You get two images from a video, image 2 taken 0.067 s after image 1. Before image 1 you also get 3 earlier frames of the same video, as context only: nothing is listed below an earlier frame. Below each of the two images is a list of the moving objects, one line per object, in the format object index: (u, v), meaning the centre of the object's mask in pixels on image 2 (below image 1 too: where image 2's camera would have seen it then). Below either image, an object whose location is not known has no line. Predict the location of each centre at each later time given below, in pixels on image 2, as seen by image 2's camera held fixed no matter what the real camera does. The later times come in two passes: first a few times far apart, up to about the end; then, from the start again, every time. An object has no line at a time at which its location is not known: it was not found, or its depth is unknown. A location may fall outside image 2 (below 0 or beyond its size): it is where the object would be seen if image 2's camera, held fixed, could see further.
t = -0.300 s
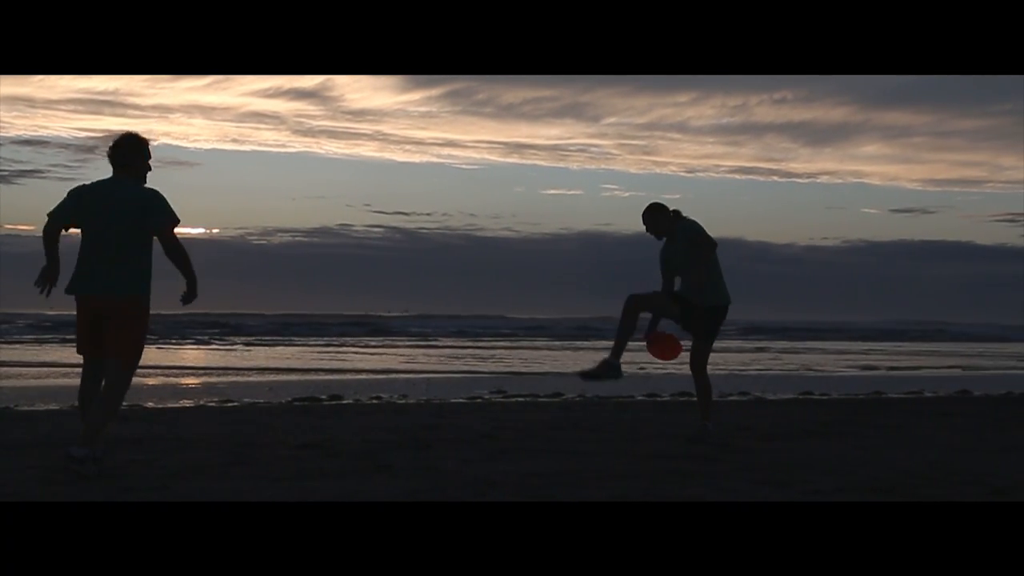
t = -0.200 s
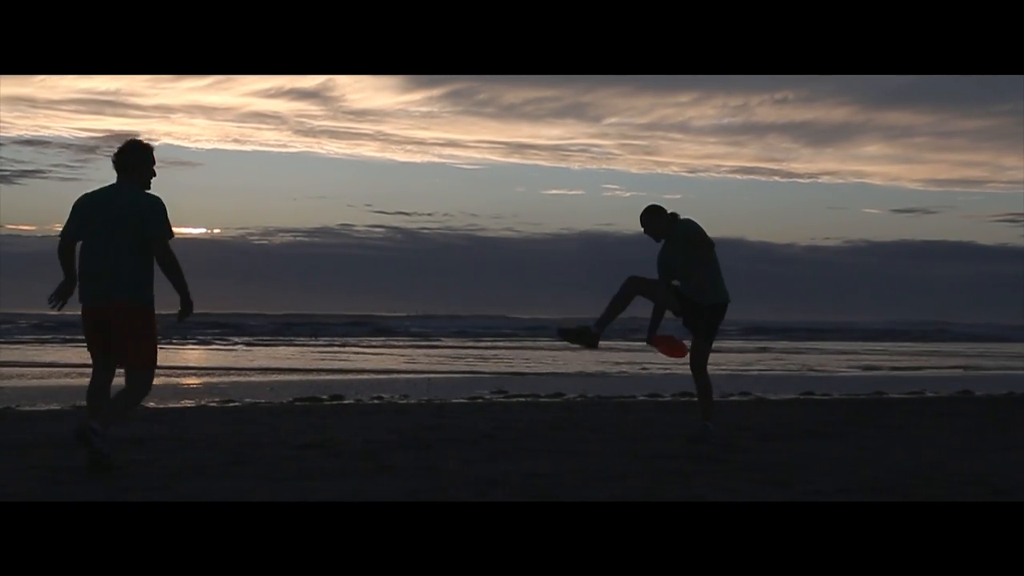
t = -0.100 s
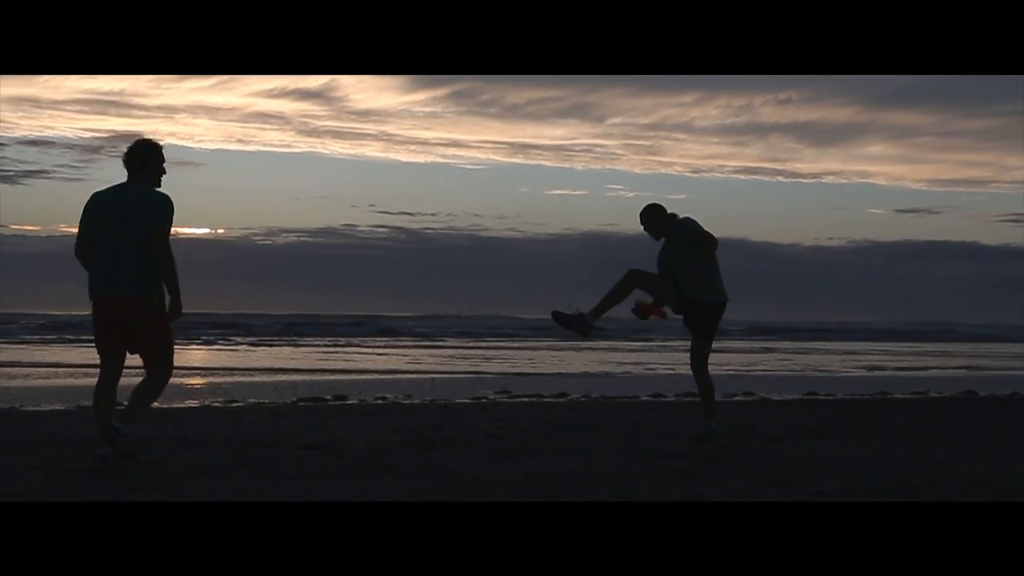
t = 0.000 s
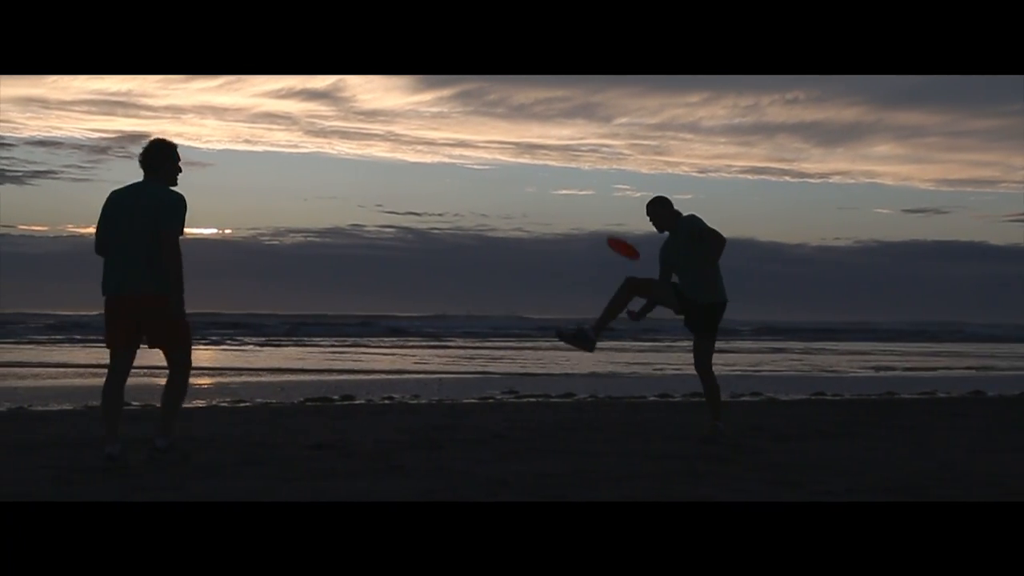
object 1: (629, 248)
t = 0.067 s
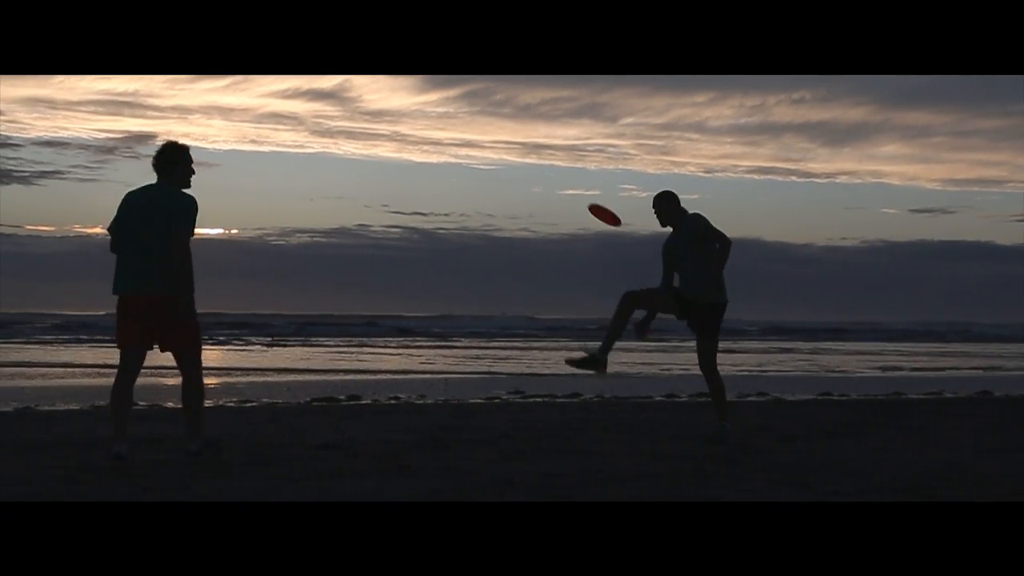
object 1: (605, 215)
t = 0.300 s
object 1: (515, 145)
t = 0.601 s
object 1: (406, 141)
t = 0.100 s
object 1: (592, 200)
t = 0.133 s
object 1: (579, 188)
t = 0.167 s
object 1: (567, 176)
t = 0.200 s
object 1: (554, 166)
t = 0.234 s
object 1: (541, 158)
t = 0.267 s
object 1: (528, 150)
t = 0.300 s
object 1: (515, 145)
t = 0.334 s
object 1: (502, 140)
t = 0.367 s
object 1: (490, 136)
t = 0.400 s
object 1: (478, 134)
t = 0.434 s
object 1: (465, 132)
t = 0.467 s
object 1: (453, 132)
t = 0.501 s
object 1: (441, 133)
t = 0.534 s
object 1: (429, 135)
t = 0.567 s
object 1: (417, 137)
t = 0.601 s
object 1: (406, 141)
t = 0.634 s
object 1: (395, 145)
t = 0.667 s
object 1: (384, 151)
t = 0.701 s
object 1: (374, 157)
